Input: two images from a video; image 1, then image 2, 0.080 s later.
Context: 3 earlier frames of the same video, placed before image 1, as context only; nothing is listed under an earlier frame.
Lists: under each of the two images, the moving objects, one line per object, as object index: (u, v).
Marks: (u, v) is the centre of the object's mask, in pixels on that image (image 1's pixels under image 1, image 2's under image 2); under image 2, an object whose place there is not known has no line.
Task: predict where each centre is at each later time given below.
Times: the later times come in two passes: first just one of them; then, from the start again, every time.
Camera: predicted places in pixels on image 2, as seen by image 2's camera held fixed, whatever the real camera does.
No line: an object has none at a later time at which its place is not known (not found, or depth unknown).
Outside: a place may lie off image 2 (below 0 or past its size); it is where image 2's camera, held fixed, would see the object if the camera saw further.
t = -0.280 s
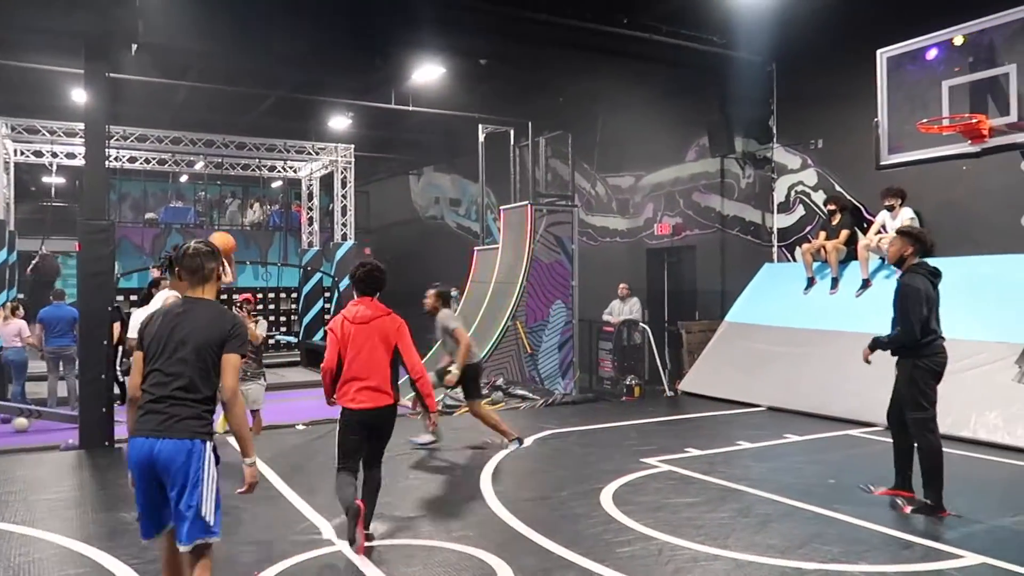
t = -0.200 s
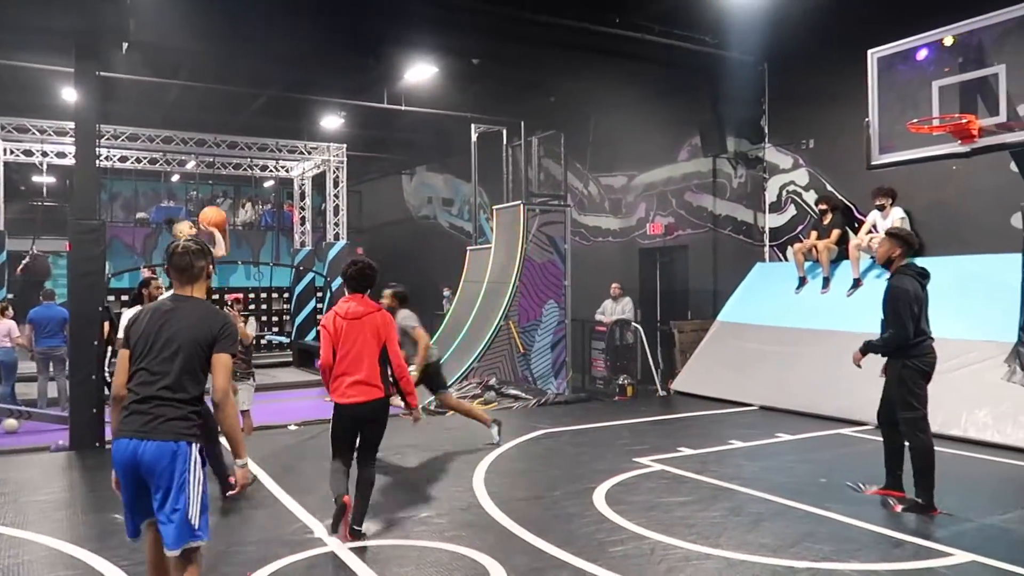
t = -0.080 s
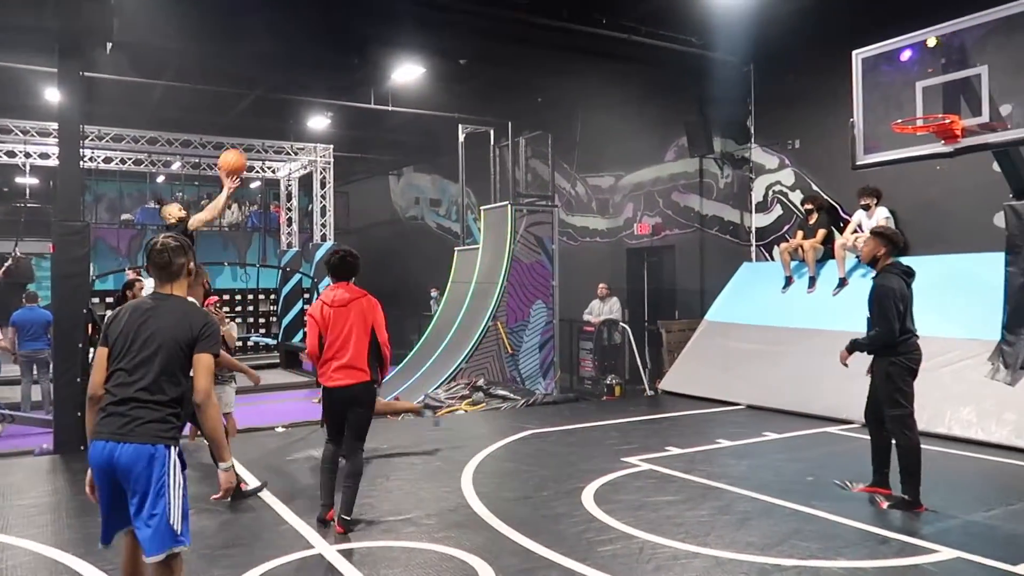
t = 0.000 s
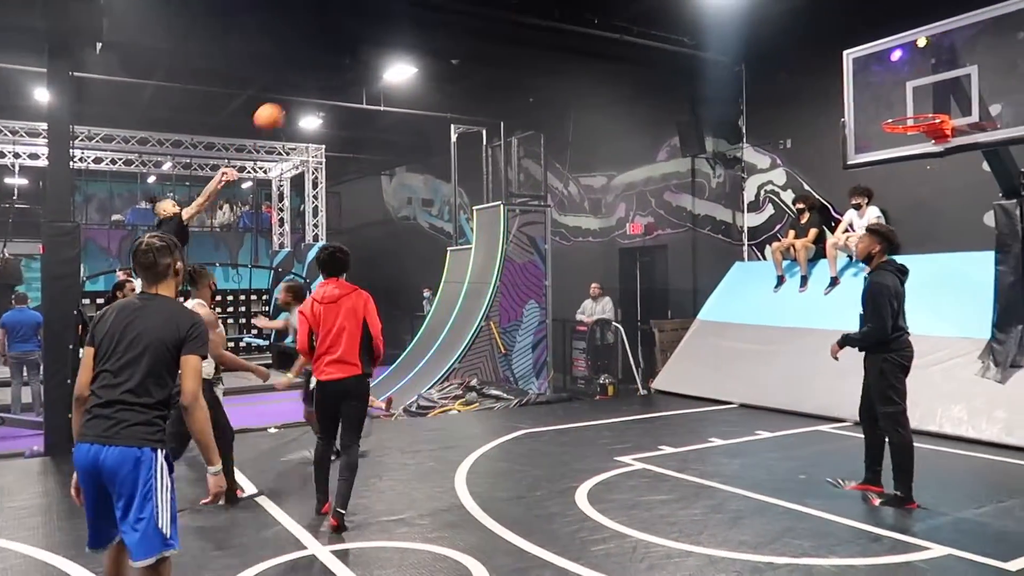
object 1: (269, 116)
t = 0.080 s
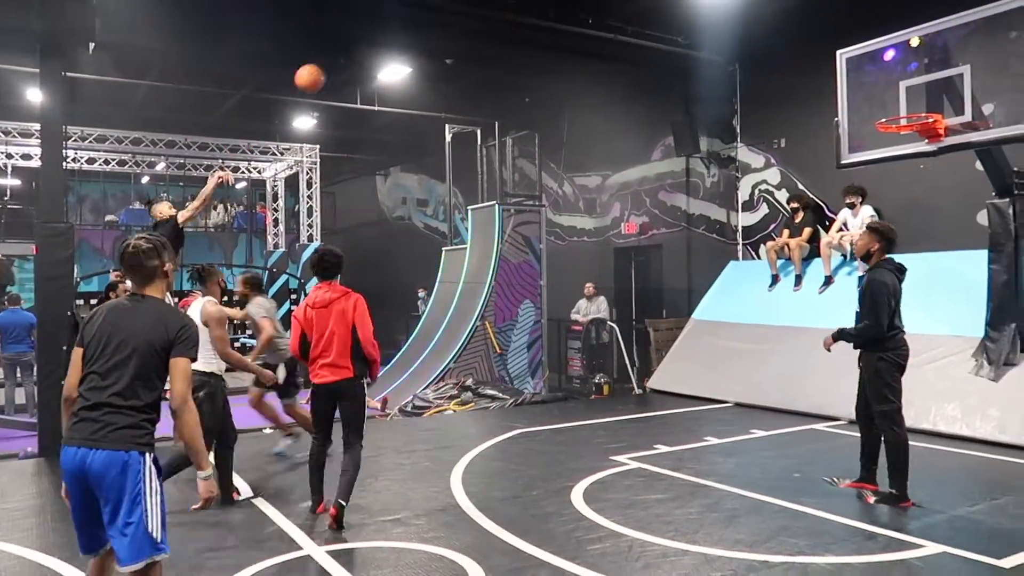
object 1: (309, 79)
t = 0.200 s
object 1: (381, 31)
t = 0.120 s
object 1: (334, 61)
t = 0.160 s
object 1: (357, 45)
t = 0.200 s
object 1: (381, 31)
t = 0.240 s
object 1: (405, 19)
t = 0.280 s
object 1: (429, 9)
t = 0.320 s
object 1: (455, 2)
